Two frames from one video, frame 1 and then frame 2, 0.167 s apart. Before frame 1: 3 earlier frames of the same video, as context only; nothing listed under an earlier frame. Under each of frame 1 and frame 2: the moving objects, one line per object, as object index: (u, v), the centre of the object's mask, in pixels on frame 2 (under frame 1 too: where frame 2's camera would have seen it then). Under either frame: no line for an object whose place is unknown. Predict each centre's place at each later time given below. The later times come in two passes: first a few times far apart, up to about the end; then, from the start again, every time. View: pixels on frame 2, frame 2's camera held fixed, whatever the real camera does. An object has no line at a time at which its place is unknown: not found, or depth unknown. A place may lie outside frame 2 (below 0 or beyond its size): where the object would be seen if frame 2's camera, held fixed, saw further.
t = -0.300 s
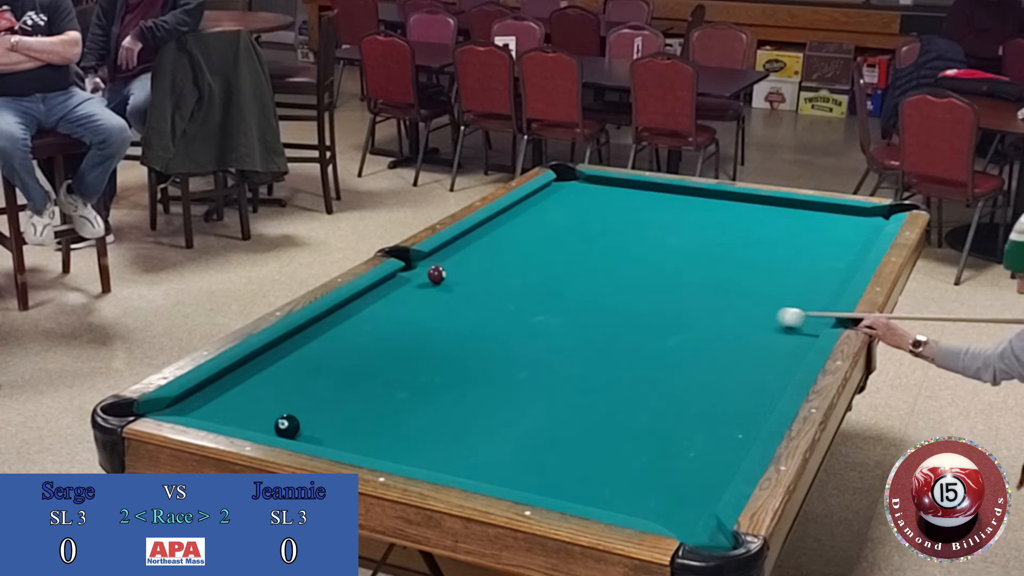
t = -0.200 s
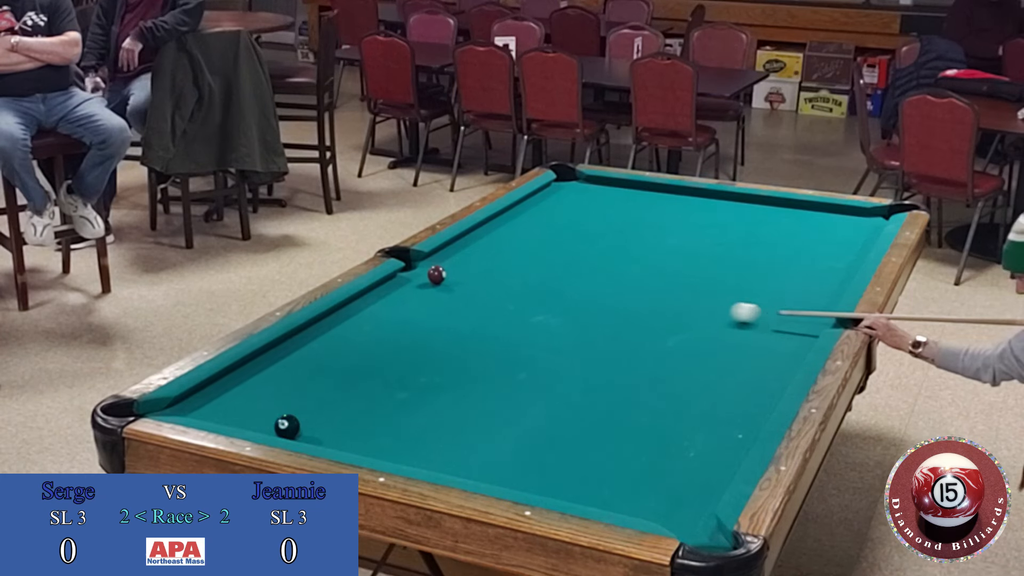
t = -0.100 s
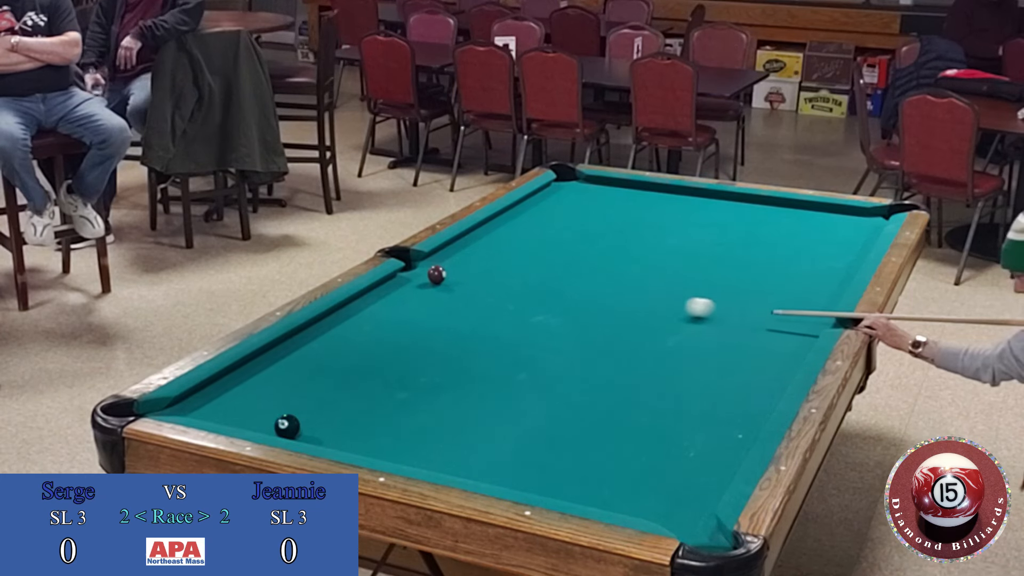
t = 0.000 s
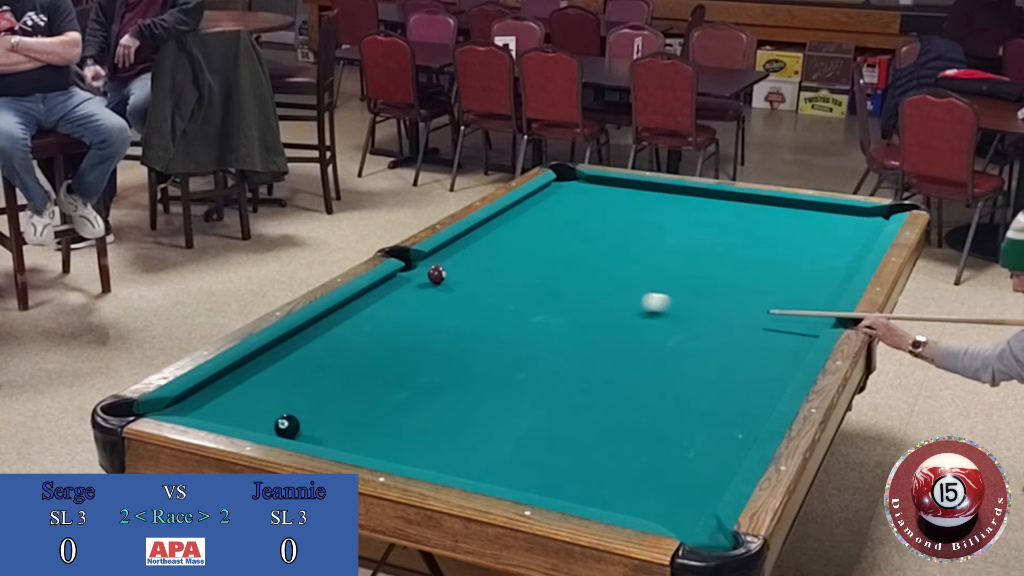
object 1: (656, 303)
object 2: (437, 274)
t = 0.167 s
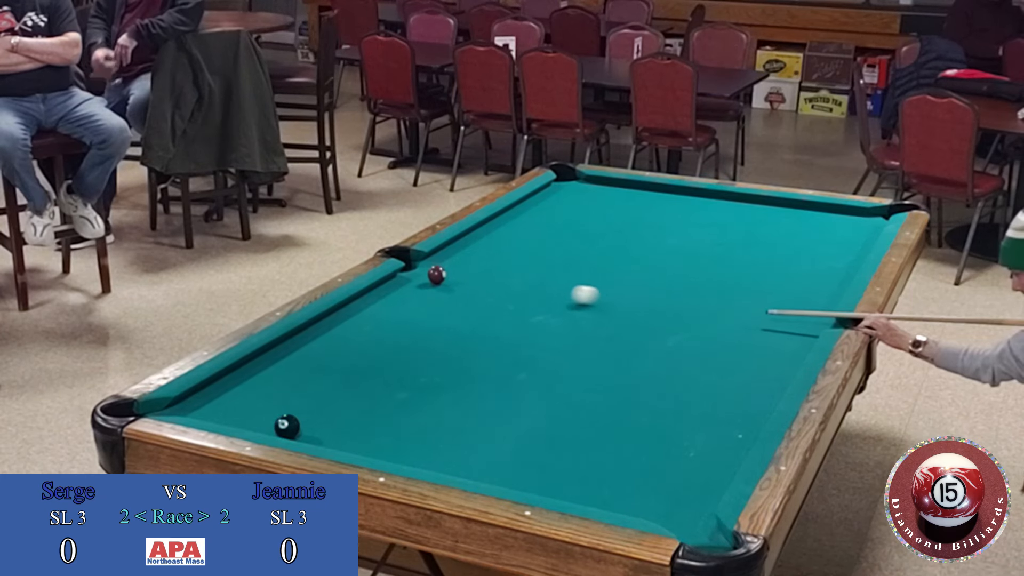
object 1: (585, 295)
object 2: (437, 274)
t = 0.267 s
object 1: (544, 291)
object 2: (437, 274)
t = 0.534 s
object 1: (440, 281)
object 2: (433, 269)
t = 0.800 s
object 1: (386, 288)
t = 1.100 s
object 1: (400, 304)
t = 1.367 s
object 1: (412, 318)
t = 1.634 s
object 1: (424, 333)
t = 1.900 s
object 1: (436, 348)
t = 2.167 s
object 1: (448, 362)
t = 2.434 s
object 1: (461, 377)
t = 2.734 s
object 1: (475, 394)
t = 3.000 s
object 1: (488, 408)
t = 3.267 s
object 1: (501, 423)
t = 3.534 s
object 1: (514, 437)
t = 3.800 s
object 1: (527, 451)
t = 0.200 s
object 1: (571, 294)
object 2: (437, 275)
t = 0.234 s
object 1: (557, 292)
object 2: (437, 275)
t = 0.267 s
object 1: (544, 291)
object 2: (437, 274)
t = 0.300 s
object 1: (530, 289)
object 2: (437, 274)
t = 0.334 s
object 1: (517, 288)
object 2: (437, 275)
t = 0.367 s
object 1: (503, 286)
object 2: (437, 275)
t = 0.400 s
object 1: (490, 285)
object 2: (437, 275)
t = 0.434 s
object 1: (477, 284)
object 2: (437, 275)
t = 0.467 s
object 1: (464, 282)
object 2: (437, 275)
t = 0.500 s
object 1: (452, 281)
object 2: (434, 274)
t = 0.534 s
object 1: (440, 281)
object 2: (433, 269)
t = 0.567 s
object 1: (432, 281)
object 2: (431, 268)
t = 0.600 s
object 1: (423, 282)
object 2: (428, 267)
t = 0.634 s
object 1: (413, 283)
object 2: (425, 267)
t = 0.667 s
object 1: (403, 283)
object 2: (422, 266)
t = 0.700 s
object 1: (394, 284)
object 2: (420, 265)
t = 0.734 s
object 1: (385, 284)
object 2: (417, 263)
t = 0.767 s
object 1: (384, 286)
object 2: (414, 262)
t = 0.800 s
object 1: (386, 288)
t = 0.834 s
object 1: (387, 290)
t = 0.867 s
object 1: (389, 292)
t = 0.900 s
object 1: (390, 293)
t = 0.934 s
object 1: (392, 295)
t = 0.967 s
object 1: (394, 297)
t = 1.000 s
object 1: (395, 299)
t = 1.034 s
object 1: (397, 300)
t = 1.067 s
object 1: (398, 302)
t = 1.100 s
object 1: (400, 304)
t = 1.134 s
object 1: (401, 306)
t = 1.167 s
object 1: (403, 308)
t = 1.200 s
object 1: (404, 309)
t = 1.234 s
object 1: (406, 311)
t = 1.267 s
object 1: (407, 313)
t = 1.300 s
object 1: (409, 315)
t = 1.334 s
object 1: (410, 317)
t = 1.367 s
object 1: (412, 318)
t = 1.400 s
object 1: (413, 320)
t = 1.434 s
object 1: (415, 322)
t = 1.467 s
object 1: (416, 324)
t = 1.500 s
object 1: (418, 326)
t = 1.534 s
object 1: (419, 328)
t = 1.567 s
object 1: (421, 329)
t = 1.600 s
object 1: (422, 331)
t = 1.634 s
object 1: (424, 333)
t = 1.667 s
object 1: (425, 335)
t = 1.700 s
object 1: (427, 337)
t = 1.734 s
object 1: (428, 339)
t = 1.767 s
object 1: (430, 340)
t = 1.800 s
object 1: (431, 342)
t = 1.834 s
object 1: (433, 344)
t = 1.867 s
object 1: (435, 346)
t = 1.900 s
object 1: (436, 348)
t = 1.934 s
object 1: (438, 350)
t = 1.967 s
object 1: (439, 352)
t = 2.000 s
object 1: (441, 353)
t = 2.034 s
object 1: (442, 355)
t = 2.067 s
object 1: (444, 357)
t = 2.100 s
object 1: (445, 359)
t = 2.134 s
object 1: (447, 361)
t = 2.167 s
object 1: (448, 362)
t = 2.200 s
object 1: (450, 364)
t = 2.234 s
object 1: (451, 366)
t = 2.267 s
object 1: (453, 368)
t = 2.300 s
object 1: (455, 370)
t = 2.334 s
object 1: (456, 372)
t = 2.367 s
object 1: (458, 374)
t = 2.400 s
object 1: (459, 375)
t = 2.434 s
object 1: (461, 377)
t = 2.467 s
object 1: (462, 379)
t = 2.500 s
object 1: (464, 381)
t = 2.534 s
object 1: (466, 383)
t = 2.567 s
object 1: (467, 385)
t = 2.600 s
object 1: (469, 386)
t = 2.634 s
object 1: (470, 388)
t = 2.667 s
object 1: (472, 390)
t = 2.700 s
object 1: (474, 392)
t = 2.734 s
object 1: (475, 394)
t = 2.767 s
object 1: (477, 396)
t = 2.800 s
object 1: (478, 397)
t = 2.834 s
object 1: (480, 399)
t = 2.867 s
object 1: (482, 401)
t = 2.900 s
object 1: (483, 403)
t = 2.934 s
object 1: (485, 405)
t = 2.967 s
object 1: (487, 407)
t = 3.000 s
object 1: (488, 408)
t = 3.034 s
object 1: (490, 410)
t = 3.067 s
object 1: (492, 412)
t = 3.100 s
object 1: (493, 414)
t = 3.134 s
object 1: (495, 415)
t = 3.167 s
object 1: (496, 417)
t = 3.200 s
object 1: (498, 419)
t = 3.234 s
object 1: (500, 421)
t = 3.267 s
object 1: (501, 423)
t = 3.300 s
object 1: (503, 424)
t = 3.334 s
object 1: (504, 426)
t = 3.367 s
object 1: (506, 428)
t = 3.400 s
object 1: (508, 430)
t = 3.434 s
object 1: (509, 431)
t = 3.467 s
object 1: (511, 433)
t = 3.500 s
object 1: (512, 435)
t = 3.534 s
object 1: (514, 437)
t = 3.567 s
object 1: (515, 439)
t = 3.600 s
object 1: (517, 440)
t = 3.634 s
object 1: (519, 442)
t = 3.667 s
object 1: (520, 444)
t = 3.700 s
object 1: (522, 445)
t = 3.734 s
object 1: (524, 447)
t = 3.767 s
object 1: (525, 449)
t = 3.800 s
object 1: (527, 451)
